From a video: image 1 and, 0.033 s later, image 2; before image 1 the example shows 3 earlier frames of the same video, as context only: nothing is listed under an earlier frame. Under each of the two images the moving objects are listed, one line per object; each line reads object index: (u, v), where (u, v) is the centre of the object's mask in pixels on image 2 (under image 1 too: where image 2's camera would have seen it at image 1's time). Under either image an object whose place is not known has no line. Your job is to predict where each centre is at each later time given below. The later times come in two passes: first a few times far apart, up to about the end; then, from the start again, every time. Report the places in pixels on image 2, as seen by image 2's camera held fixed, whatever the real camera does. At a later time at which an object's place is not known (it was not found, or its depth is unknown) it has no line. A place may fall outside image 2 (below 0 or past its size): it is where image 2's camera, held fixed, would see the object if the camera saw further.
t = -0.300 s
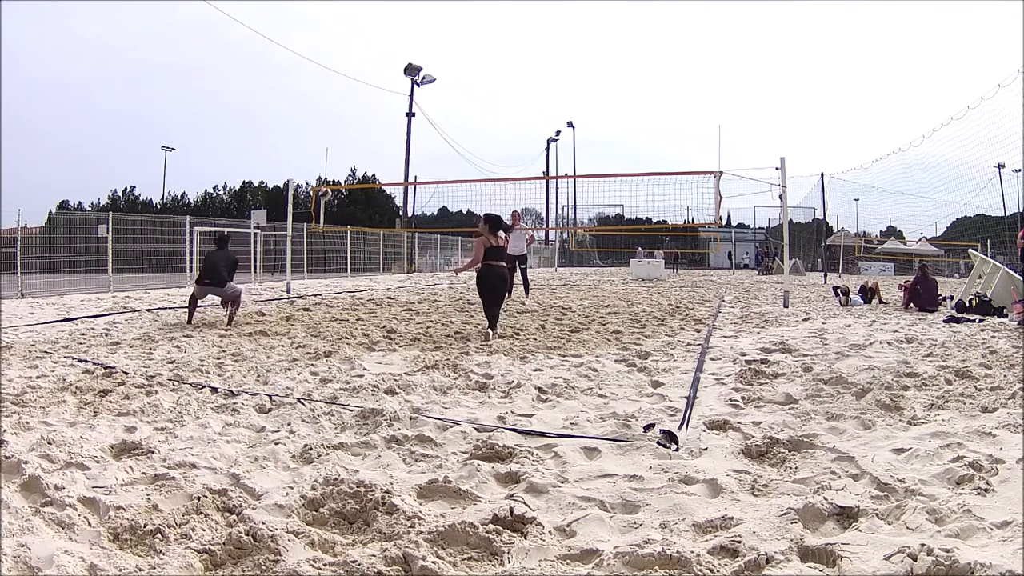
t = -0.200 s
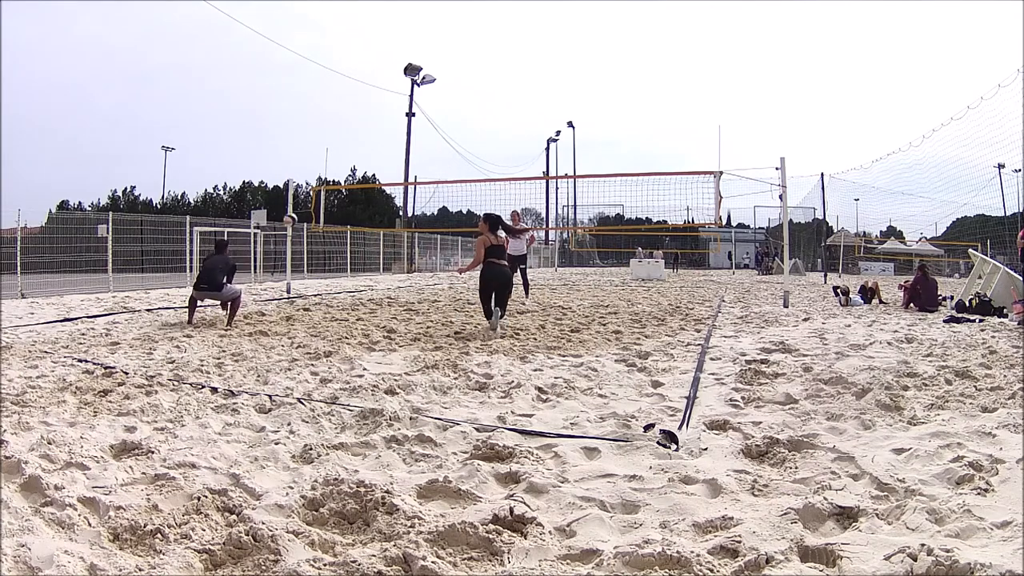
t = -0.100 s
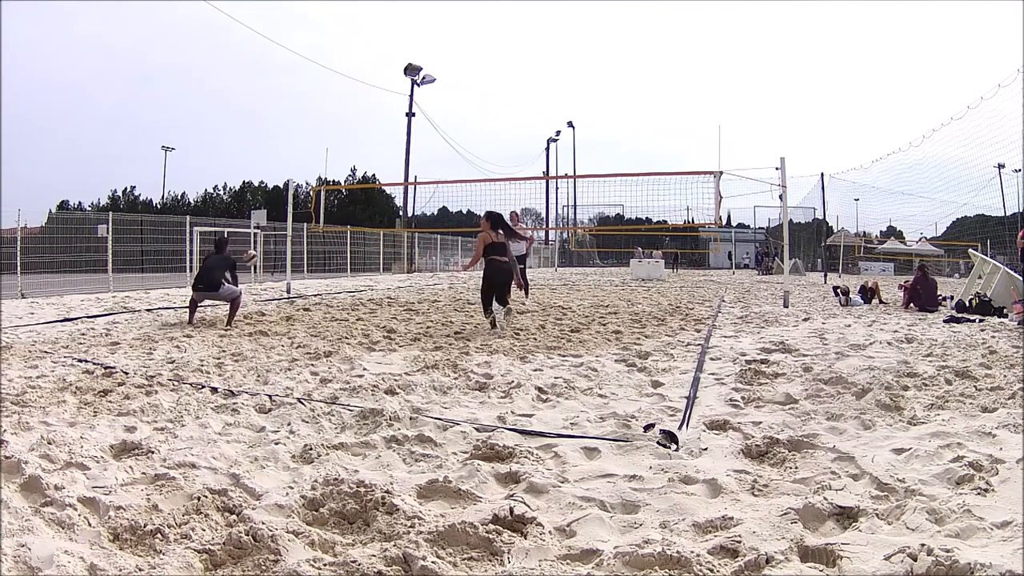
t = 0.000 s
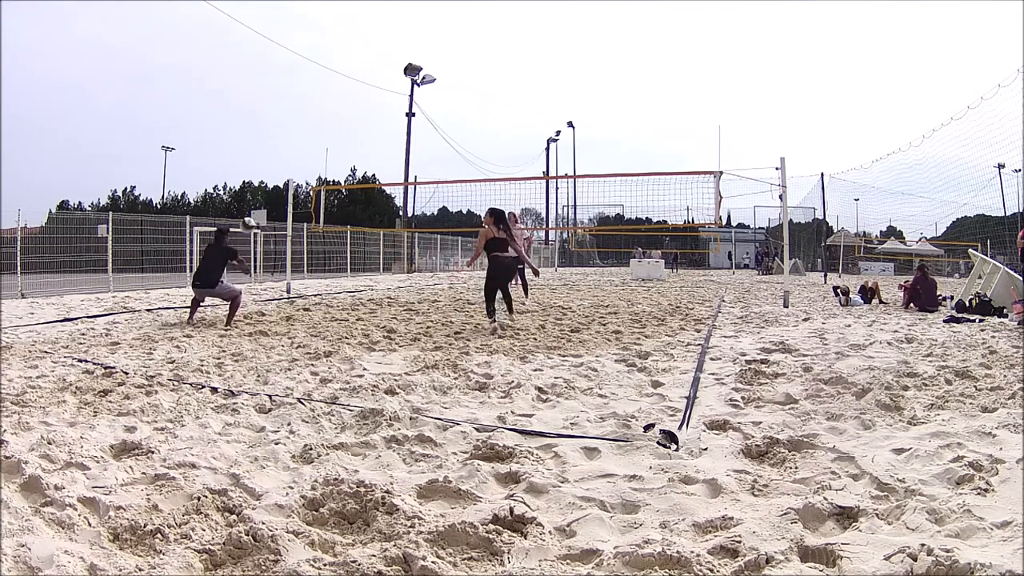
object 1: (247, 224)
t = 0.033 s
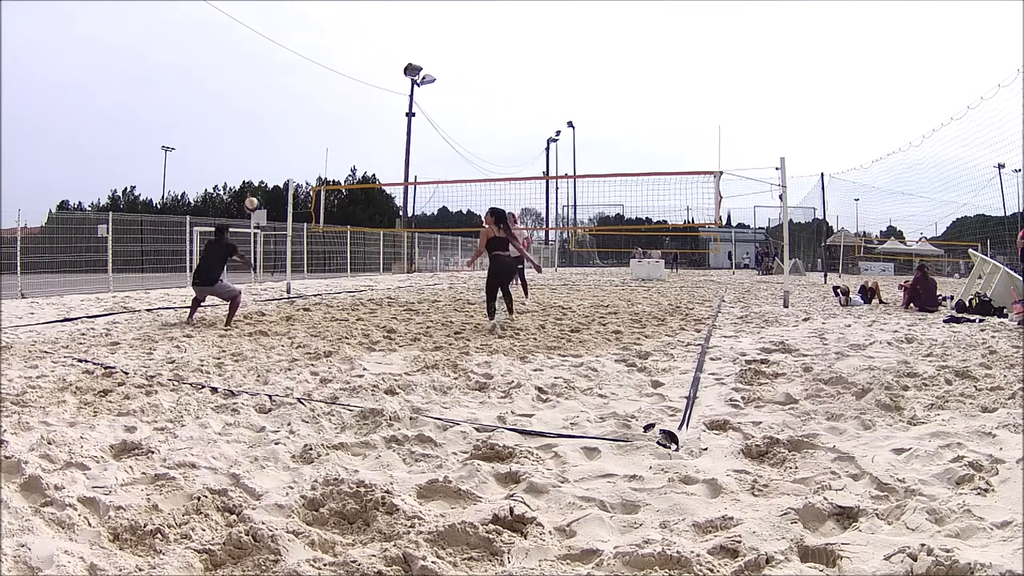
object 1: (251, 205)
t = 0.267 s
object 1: (280, 98)
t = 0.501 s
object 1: (305, 40)
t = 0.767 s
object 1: (326, 16)
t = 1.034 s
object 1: (341, 28)
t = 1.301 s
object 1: (353, 72)
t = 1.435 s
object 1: (359, 106)
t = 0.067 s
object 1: (255, 186)
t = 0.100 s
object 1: (260, 169)
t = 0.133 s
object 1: (264, 152)
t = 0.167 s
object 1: (268, 137)
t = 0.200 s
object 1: (272, 123)
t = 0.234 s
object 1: (276, 110)
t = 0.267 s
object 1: (280, 98)
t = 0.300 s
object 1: (284, 87)
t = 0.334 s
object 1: (288, 78)
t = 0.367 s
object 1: (291, 69)
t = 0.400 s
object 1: (295, 60)
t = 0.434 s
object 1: (298, 53)
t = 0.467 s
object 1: (302, 46)
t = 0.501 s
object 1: (305, 40)
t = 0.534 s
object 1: (307, 35)
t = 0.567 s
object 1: (310, 31)
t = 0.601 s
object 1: (313, 27)
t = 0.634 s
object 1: (316, 23)
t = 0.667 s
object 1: (319, 21)
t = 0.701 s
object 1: (321, 19)
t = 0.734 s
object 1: (323, 17)
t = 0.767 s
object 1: (326, 16)
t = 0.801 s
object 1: (328, 16)
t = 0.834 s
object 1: (330, 16)
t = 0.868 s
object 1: (332, 17)
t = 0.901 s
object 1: (334, 18)
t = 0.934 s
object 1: (336, 20)
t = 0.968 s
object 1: (338, 22)
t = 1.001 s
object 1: (339, 25)
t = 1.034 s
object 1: (341, 28)
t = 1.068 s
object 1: (343, 32)
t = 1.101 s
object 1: (344, 36)
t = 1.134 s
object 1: (346, 41)
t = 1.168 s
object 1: (347, 46)
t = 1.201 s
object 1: (349, 52)
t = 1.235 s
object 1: (350, 58)
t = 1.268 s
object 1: (352, 65)
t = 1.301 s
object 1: (353, 72)
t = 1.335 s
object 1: (354, 80)
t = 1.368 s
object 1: (356, 88)
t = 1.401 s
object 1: (357, 96)
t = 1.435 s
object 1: (359, 106)
